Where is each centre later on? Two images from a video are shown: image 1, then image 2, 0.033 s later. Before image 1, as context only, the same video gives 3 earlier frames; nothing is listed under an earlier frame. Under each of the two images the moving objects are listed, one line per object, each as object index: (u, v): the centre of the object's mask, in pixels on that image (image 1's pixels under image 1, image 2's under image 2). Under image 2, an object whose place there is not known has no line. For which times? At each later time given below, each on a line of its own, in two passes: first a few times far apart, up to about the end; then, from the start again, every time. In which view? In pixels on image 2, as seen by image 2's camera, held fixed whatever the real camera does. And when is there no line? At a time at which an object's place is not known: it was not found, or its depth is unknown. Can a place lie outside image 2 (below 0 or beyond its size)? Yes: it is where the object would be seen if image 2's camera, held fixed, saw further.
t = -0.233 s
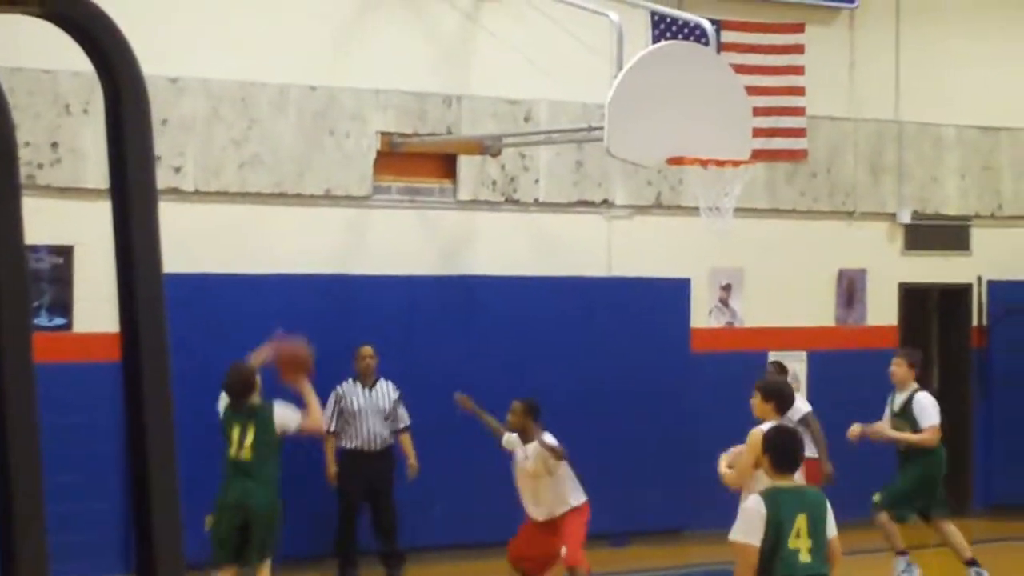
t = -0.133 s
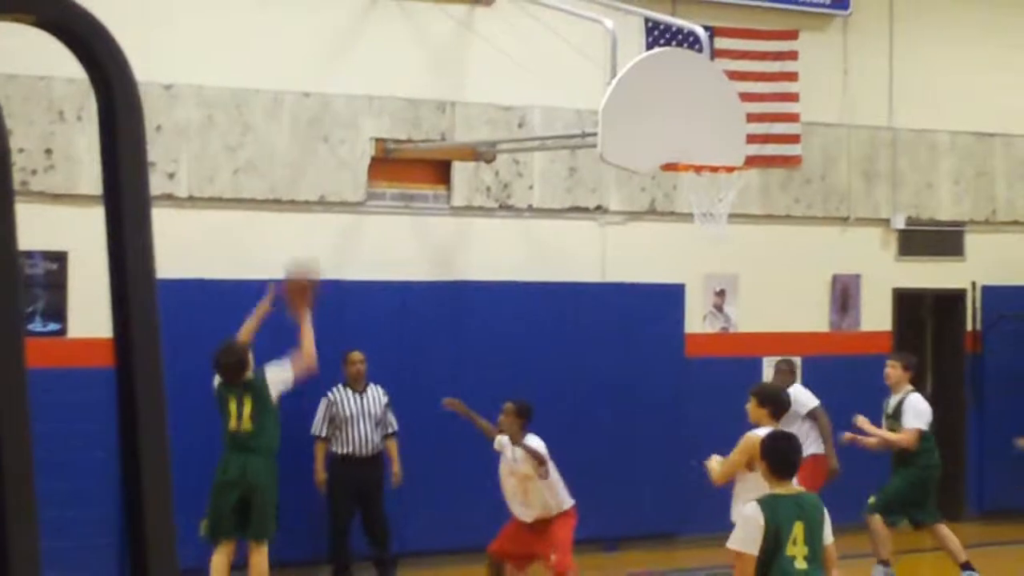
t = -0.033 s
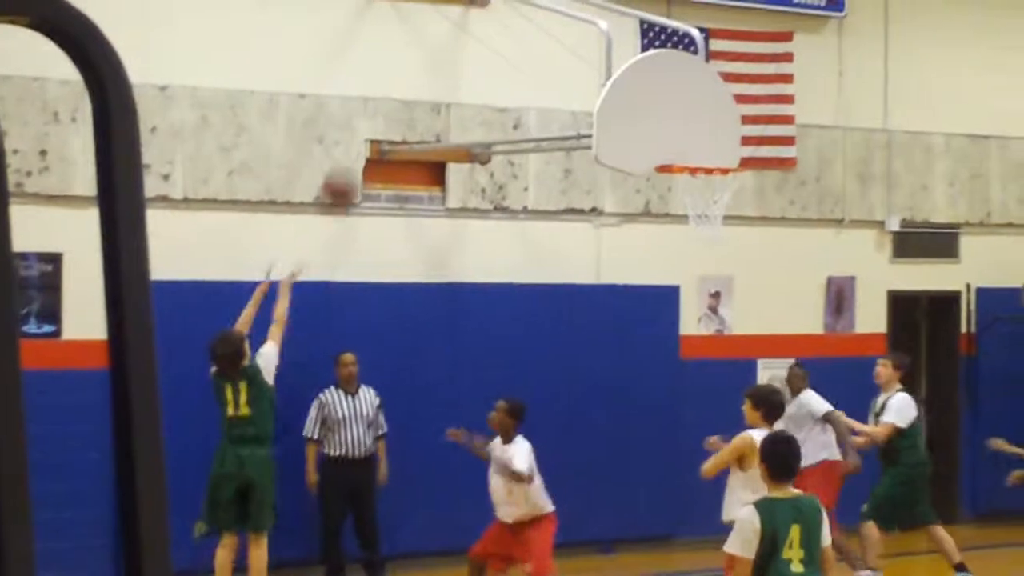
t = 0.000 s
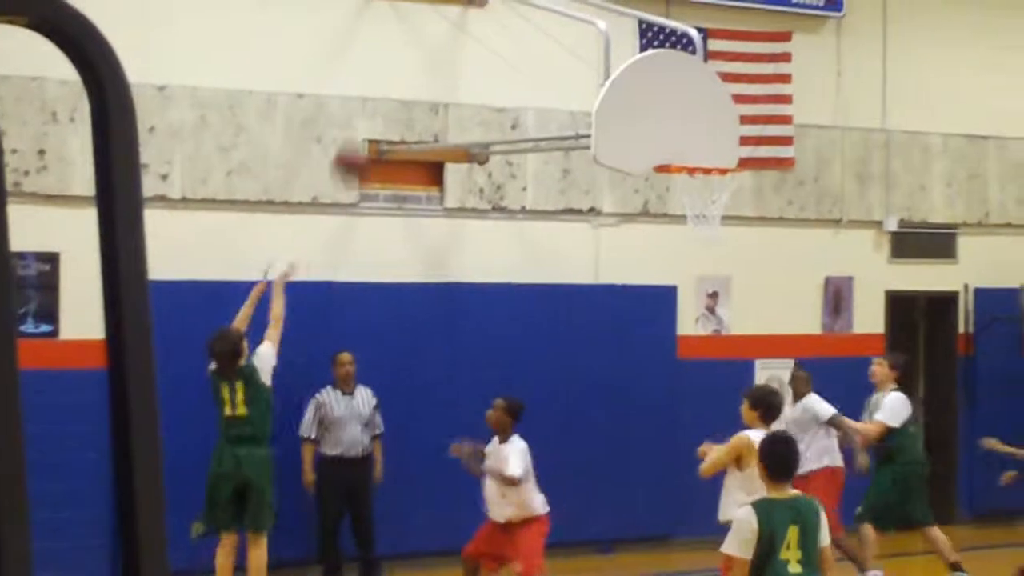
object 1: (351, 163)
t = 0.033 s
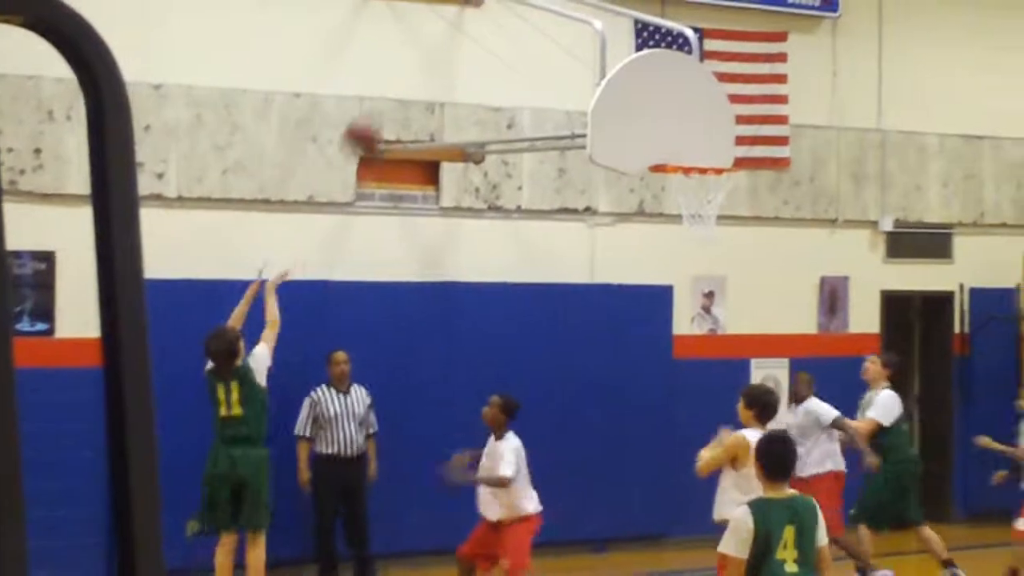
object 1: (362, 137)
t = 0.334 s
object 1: (482, -7)
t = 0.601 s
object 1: (578, -12)
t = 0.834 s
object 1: (654, 62)
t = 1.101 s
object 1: (705, 197)
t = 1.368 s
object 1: (694, 192)
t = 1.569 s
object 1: (691, 237)
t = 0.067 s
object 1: (377, 113)
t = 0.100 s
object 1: (391, 91)
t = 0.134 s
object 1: (405, 71)
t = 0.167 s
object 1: (419, 54)
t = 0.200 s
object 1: (432, 38)
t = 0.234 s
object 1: (446, 24)
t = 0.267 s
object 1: (458, 11)
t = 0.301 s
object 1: (471, 1)
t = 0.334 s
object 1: (482, -7)
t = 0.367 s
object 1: (495, -15)
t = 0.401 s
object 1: (508, -18)
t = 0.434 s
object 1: (519, -19)
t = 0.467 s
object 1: (531, -20)
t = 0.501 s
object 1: (544, -17)
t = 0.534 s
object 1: (555, -14)
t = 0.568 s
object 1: (567, -13)
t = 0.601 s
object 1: (578, -12)
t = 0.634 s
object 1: (589, -10)
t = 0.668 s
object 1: (601, -2)
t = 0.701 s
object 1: (611, 8)
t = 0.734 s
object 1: (622, 18)
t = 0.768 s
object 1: (633, 32)
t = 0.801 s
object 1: (644, 46)
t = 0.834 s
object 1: (654, 62)
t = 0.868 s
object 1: (664, 78)
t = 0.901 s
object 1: (675, 96)
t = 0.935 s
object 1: (684, 116)
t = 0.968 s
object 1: (694, 137)
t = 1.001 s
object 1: (704, 156)
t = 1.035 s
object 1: (706, 175)
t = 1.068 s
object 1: (706, 187)
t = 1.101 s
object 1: (705, 197)
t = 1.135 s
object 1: (703, 200)
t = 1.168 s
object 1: (702, 198)
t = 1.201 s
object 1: (700, 193)
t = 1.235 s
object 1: (699, 191)
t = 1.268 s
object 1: (698, 188)
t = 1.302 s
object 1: (697, 190)
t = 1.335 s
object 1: (695, 189)
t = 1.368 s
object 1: (694, 192)
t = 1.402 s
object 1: (693, 194)
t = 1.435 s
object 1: (692, 201)
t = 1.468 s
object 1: (692, 207)
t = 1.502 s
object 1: (691, 215)
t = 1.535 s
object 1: (692, 229)
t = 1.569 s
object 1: (691, 237)
